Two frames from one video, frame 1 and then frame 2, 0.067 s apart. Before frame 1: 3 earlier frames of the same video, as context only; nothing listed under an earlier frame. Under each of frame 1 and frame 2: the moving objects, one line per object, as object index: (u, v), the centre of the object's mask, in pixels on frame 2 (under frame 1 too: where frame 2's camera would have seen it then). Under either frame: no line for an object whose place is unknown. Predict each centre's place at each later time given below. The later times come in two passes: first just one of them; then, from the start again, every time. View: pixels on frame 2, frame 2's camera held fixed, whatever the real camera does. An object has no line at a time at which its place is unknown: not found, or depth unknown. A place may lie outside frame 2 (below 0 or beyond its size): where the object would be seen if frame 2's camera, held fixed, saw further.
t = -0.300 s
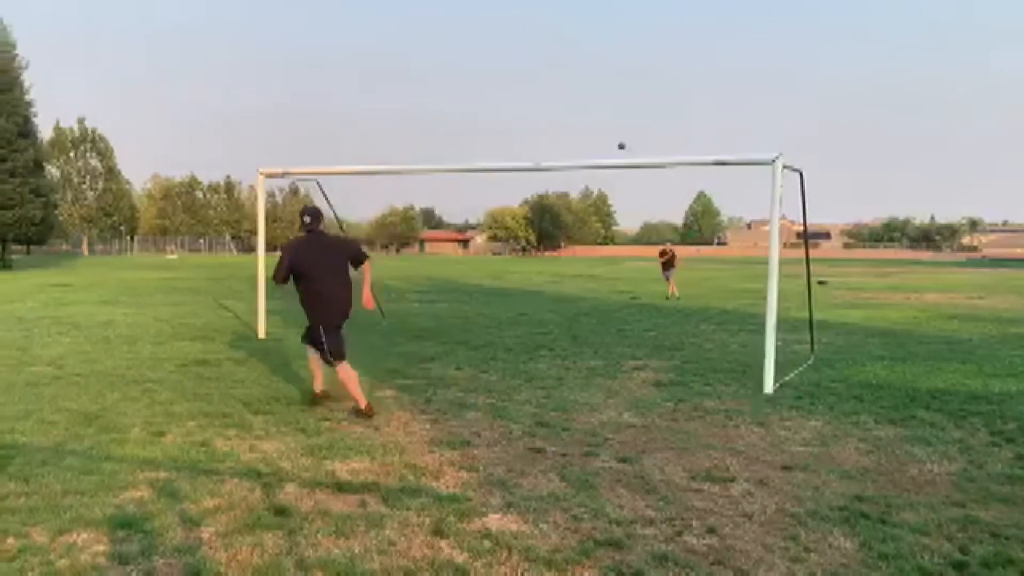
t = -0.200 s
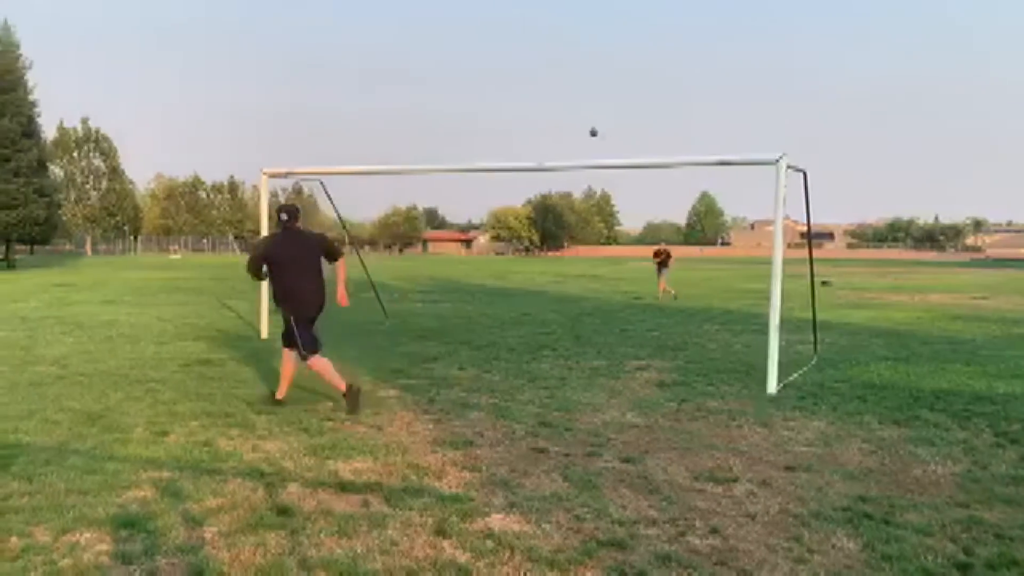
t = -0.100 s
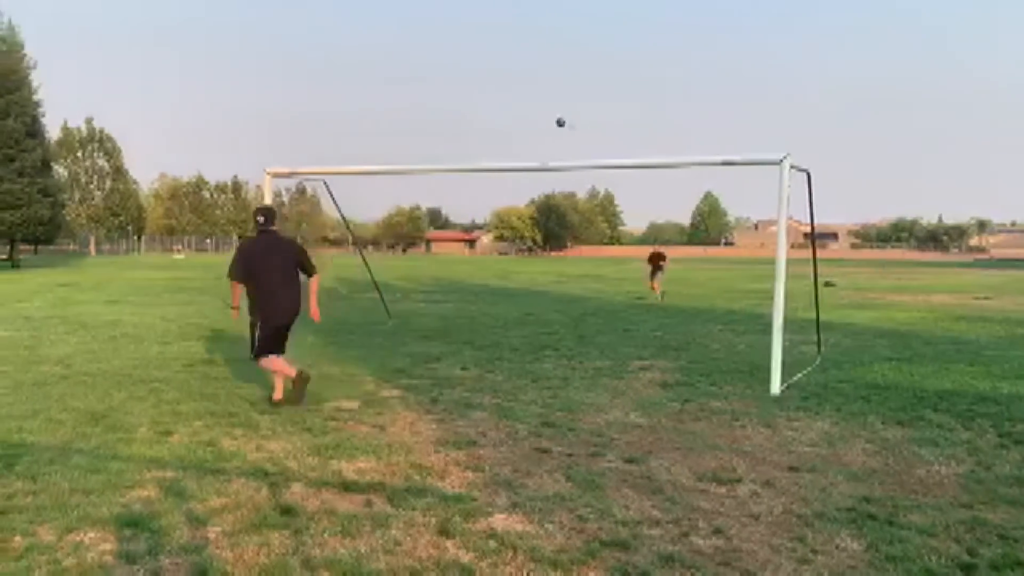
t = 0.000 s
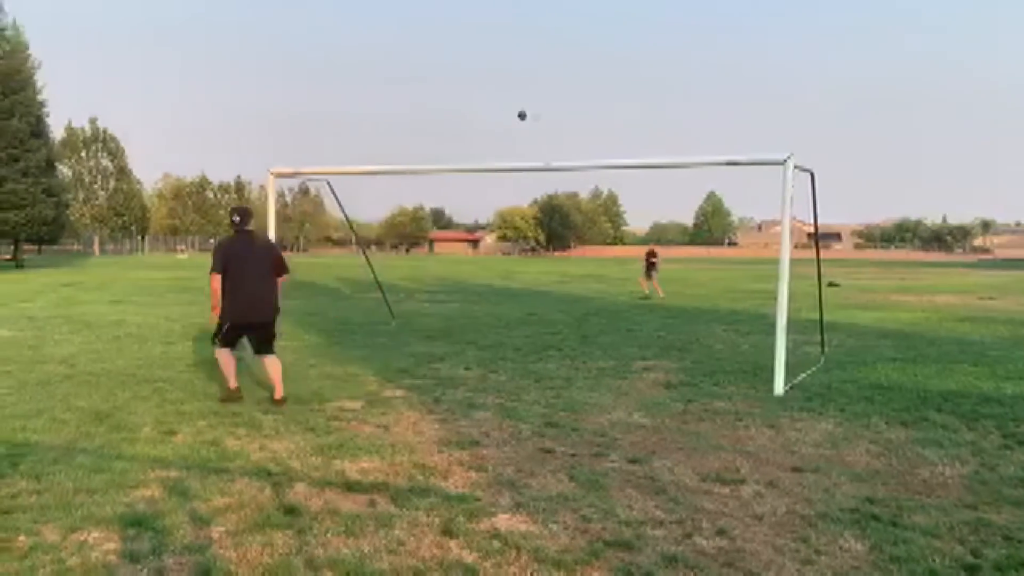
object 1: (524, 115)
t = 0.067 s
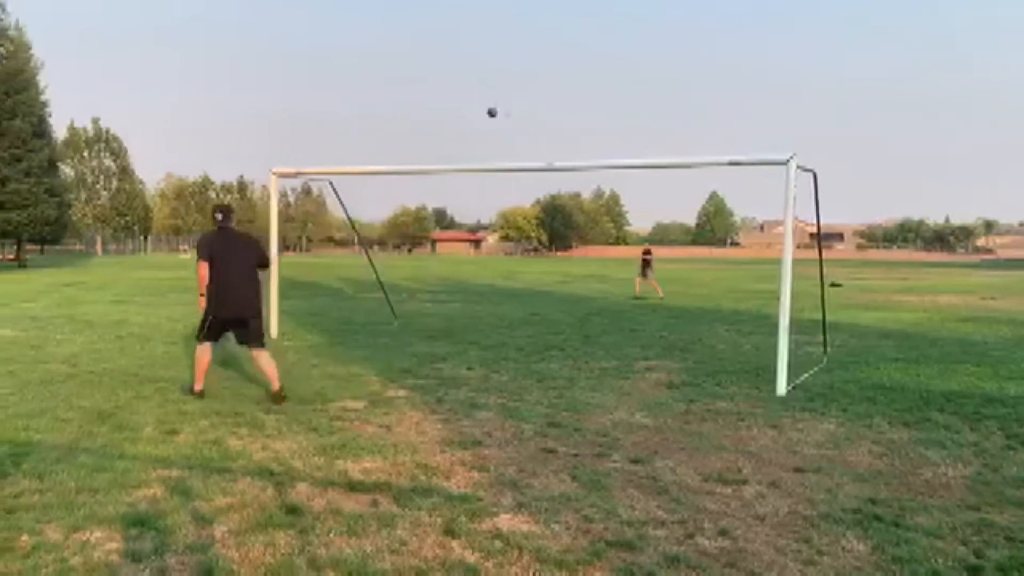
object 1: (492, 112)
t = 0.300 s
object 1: (343, 123)
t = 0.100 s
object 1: (475, 112)
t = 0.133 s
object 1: (456, 112)
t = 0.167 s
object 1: (436, 113)
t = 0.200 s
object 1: (415, 114)
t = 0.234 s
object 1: (393, 116)
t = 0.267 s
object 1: (369, 119)
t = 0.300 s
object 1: (343, 123)
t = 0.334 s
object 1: (316, 127)
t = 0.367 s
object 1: (286, 133)
